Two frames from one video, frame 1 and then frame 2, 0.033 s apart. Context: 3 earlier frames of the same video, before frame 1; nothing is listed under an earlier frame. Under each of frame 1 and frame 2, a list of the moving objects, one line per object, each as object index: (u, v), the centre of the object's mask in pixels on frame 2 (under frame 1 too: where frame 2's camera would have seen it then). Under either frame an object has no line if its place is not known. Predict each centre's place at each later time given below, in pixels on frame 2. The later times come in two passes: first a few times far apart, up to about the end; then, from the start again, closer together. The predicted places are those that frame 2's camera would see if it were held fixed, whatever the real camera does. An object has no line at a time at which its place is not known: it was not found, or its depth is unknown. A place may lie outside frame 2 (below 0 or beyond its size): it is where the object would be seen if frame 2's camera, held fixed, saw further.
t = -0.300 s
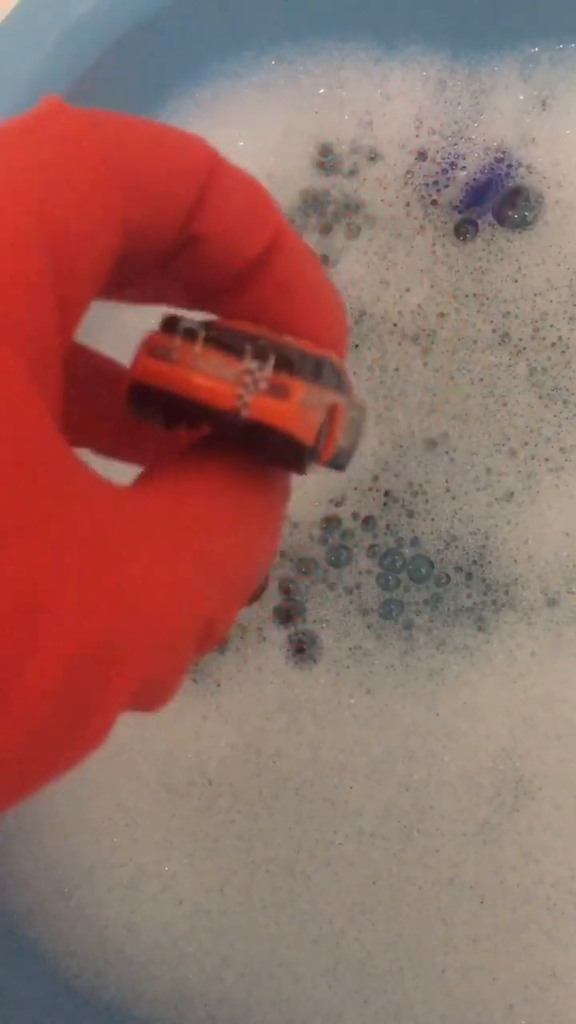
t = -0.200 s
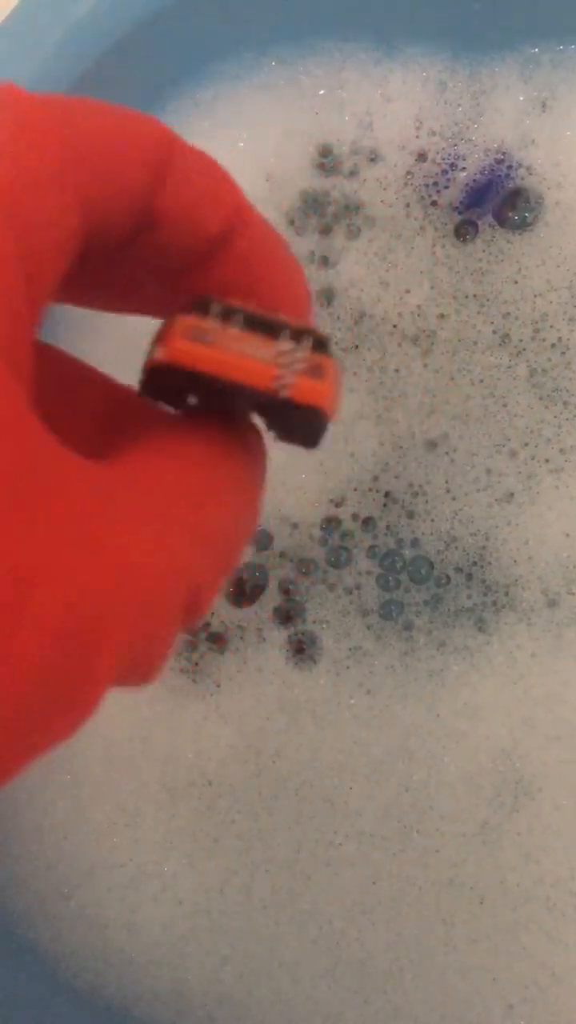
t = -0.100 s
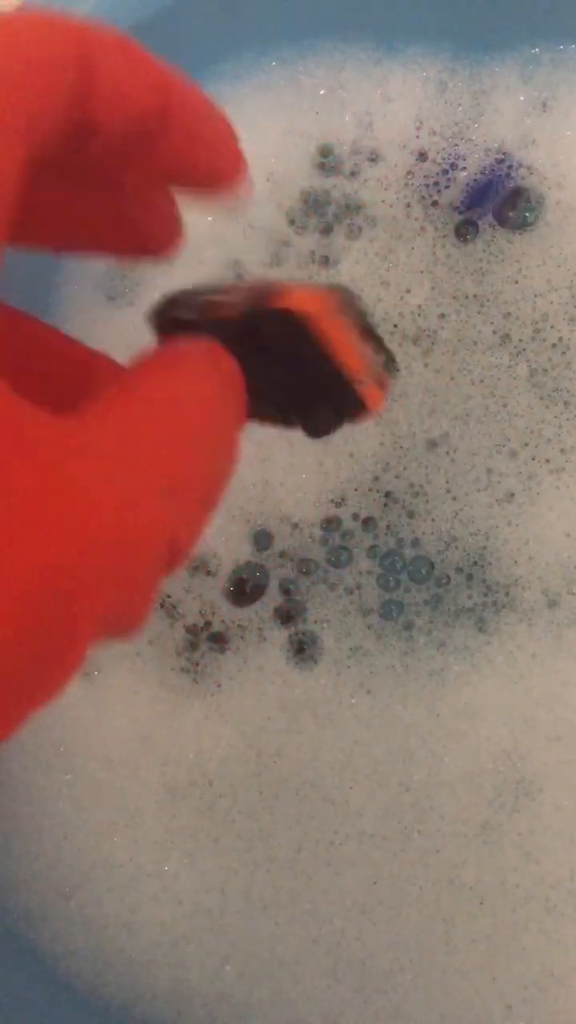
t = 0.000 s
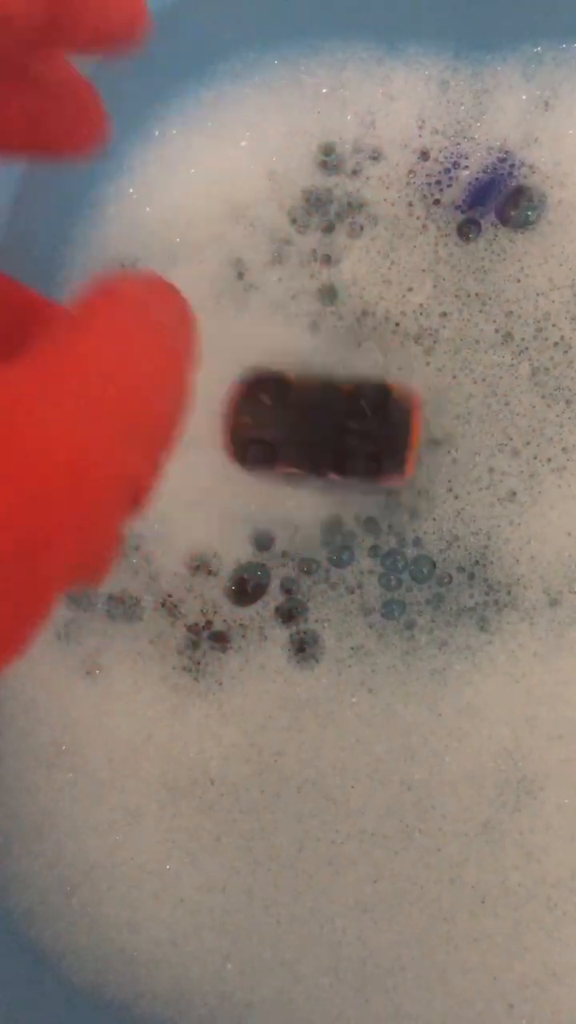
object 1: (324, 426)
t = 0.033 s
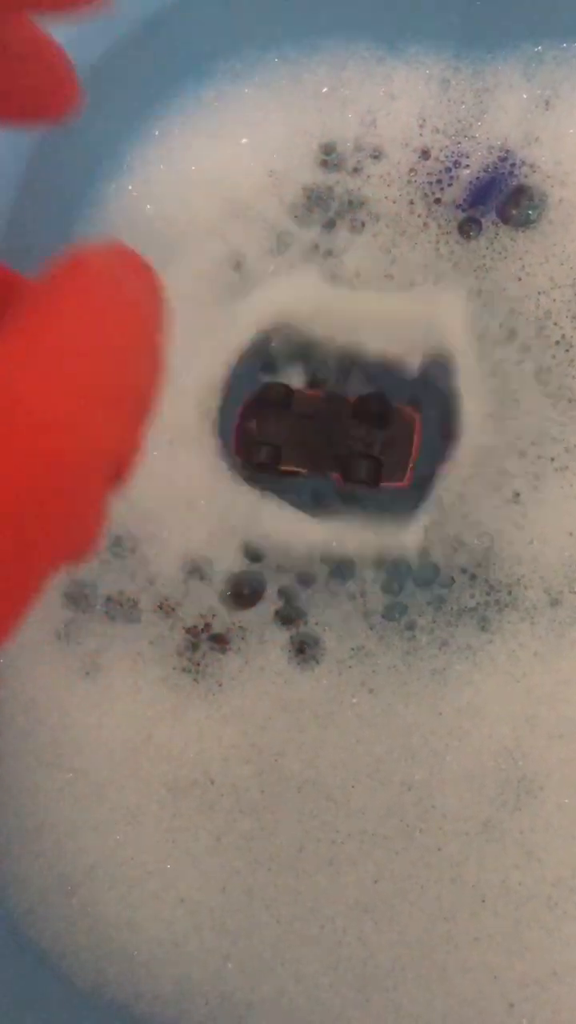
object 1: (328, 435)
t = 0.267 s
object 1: (323, 424)
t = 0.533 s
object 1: (320, 432)
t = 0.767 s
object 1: (322, 437)
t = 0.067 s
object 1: (333, 431)
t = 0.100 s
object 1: (337, 423)
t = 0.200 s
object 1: (329, 420)
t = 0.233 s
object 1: (328, 420)
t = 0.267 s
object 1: (323, 424)
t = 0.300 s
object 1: (326, 427)
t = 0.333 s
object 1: (329, 426)
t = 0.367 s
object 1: (329, 425)
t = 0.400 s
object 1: (329, 426)
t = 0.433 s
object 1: (325, 427)
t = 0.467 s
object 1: (324, 428)
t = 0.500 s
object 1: (320, 430)
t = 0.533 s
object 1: (320, 432)
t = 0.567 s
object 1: (320, 433)
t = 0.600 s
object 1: (321, 434)
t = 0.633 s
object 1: (320, 436)
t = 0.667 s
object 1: (321, 437)
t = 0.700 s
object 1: (321, 437)
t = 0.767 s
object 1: (322, 437)
